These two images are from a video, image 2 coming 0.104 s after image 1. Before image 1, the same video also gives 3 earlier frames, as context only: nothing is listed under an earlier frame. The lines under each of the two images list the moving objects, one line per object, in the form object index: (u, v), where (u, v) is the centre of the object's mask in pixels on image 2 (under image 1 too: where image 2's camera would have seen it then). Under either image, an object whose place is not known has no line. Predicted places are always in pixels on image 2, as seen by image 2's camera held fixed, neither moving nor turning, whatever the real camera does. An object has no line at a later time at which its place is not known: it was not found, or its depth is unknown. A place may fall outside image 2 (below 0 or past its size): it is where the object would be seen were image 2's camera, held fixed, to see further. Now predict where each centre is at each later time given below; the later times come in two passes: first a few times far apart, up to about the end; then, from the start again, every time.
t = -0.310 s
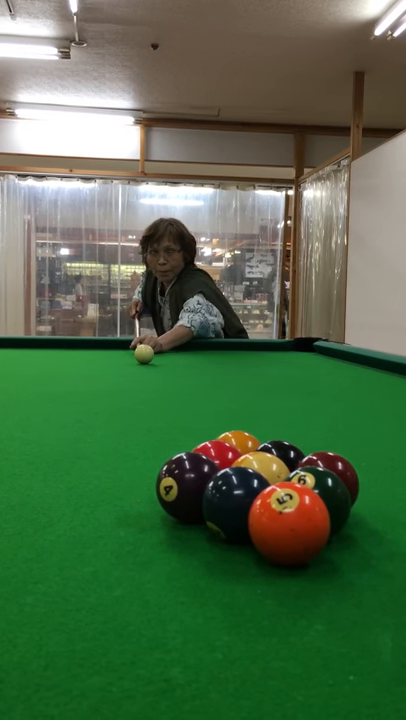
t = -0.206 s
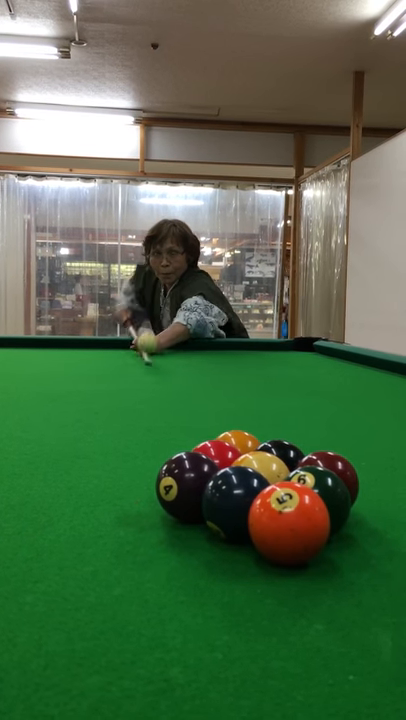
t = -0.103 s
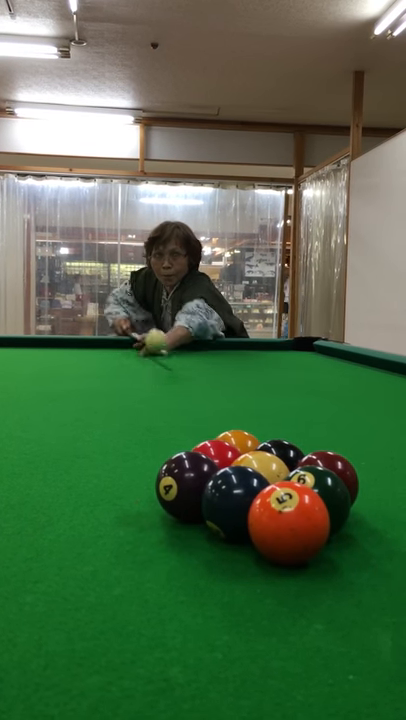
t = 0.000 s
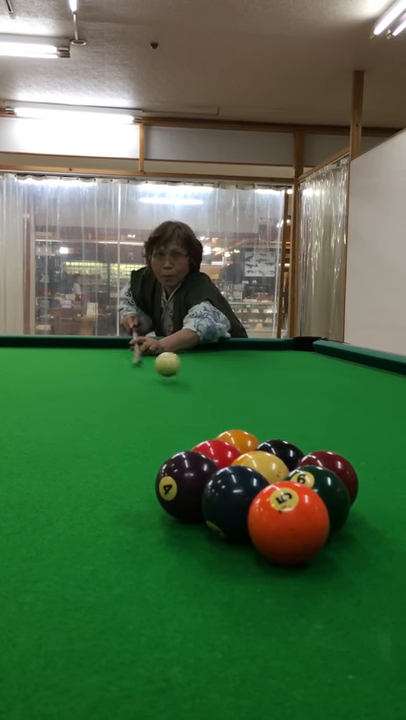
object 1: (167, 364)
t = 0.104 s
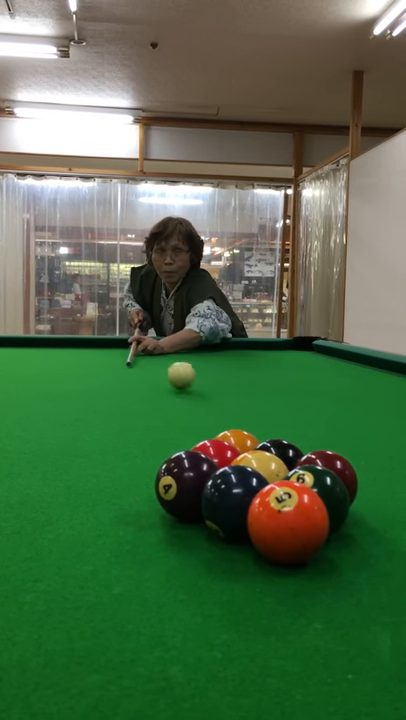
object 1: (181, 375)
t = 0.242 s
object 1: (205, 389)
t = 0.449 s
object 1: (251, 411)
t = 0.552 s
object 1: (280, 421)
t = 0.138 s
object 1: (186, 377)
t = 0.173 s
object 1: (192, 382)
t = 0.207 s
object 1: (198, 386)
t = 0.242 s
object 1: (205, 389)
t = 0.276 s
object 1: (212, 393)
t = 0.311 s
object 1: (219, 396)
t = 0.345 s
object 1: (226, 400)
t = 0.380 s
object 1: (234, 403)
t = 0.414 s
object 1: (242, 407)
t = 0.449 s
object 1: (251, 411)
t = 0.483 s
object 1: (260, 414)
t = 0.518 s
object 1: (270, 418)
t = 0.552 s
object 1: (280, 421)
